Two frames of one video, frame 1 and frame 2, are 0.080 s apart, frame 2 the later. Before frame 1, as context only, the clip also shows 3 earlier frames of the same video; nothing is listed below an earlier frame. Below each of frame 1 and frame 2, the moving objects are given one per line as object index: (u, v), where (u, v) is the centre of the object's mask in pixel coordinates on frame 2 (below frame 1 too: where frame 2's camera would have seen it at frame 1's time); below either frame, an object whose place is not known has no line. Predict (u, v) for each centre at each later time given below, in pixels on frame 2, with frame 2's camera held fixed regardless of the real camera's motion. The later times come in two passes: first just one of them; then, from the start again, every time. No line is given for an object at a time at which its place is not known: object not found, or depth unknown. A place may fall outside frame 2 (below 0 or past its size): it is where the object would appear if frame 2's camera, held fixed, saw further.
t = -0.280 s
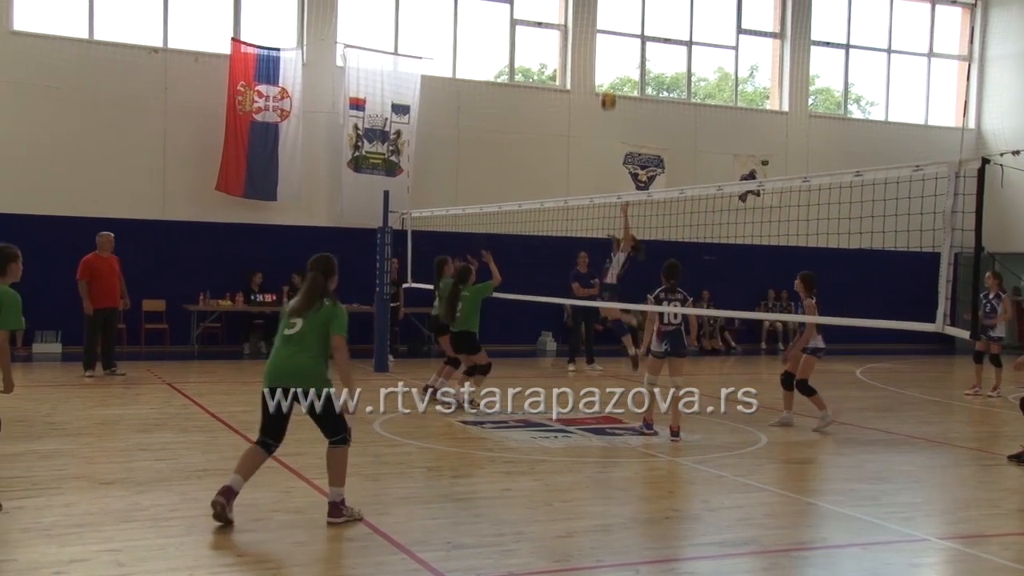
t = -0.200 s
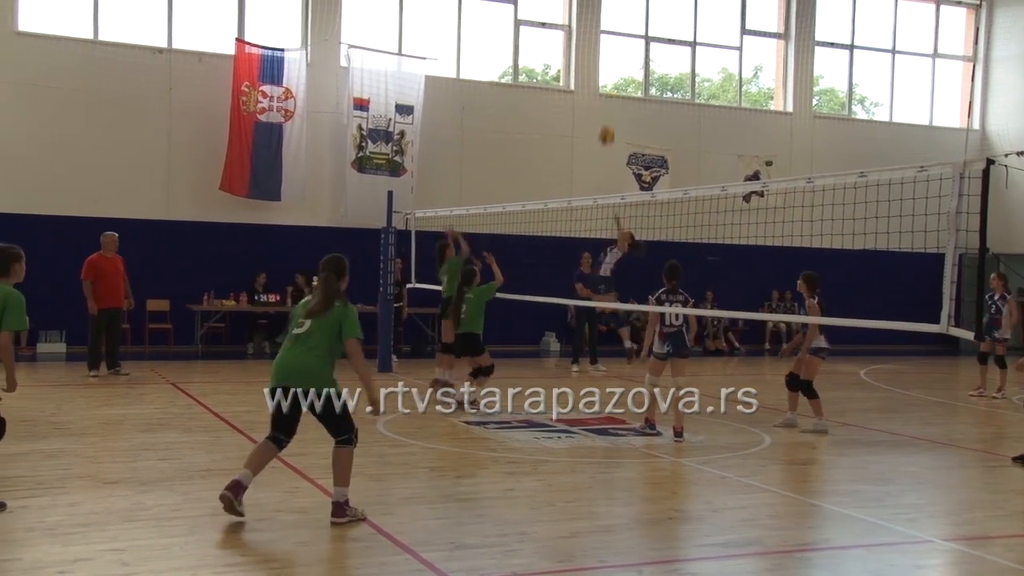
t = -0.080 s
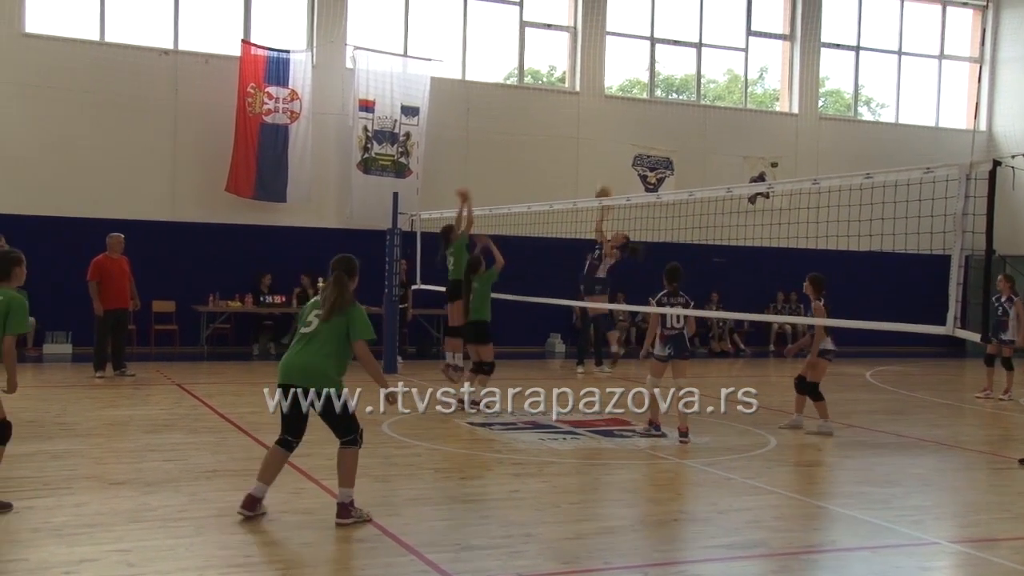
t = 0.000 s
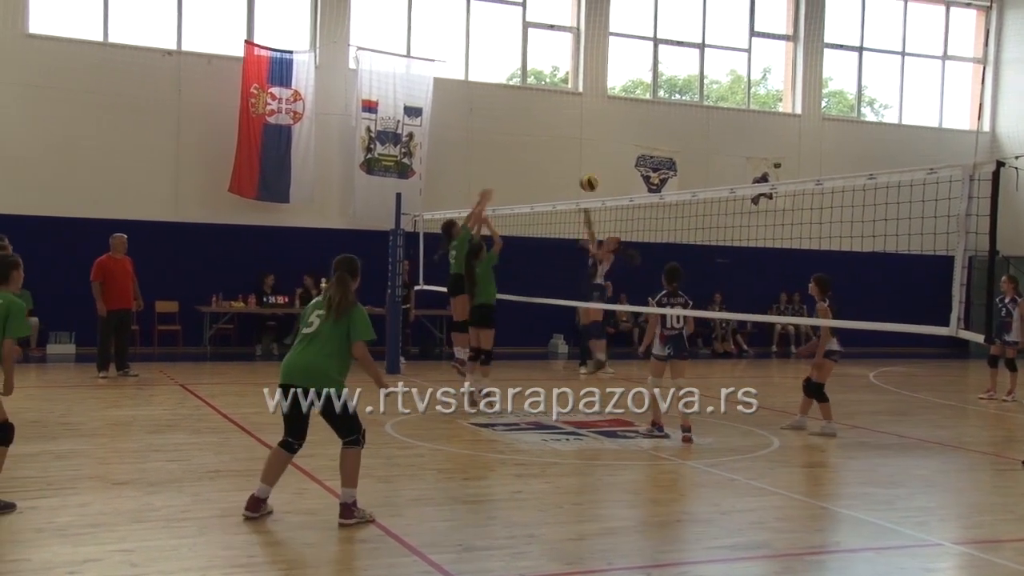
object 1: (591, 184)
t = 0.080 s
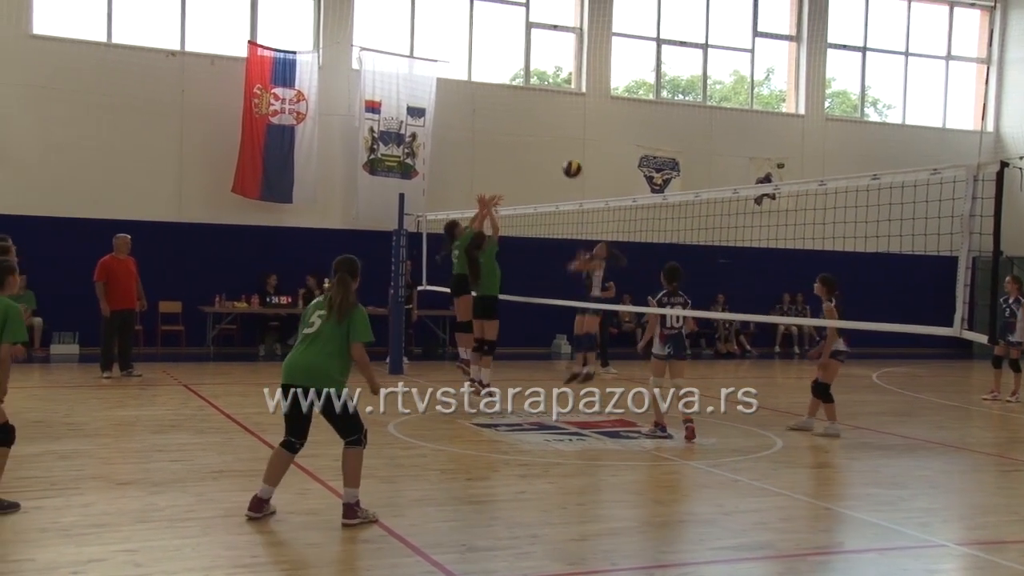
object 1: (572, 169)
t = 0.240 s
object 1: (527, 159)
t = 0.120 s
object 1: (562, 164)
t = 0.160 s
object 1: (551, 161)
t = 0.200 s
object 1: (539, 159)
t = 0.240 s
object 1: (527, 159)
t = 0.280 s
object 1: (514, 162)
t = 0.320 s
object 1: (500, 165)
